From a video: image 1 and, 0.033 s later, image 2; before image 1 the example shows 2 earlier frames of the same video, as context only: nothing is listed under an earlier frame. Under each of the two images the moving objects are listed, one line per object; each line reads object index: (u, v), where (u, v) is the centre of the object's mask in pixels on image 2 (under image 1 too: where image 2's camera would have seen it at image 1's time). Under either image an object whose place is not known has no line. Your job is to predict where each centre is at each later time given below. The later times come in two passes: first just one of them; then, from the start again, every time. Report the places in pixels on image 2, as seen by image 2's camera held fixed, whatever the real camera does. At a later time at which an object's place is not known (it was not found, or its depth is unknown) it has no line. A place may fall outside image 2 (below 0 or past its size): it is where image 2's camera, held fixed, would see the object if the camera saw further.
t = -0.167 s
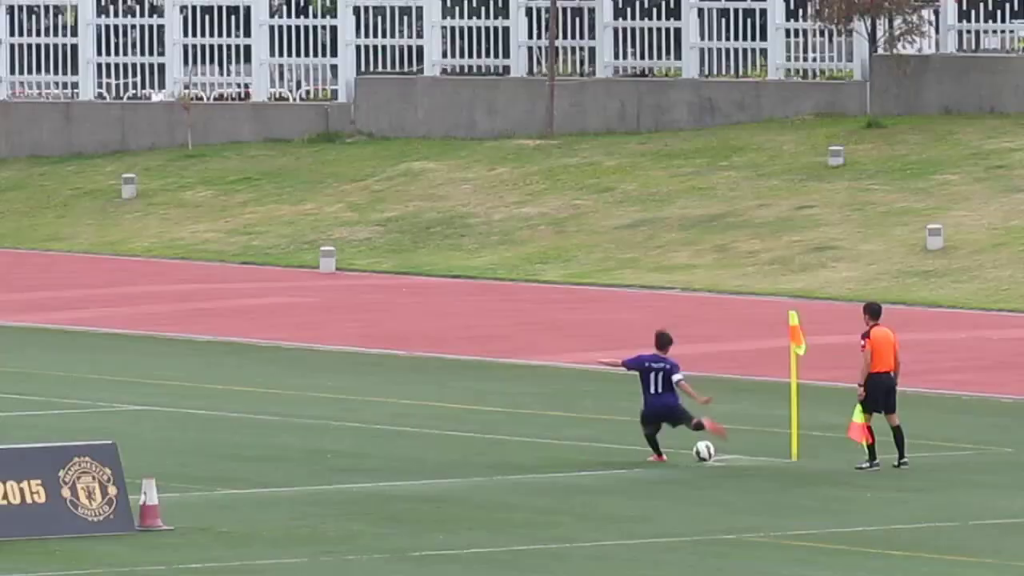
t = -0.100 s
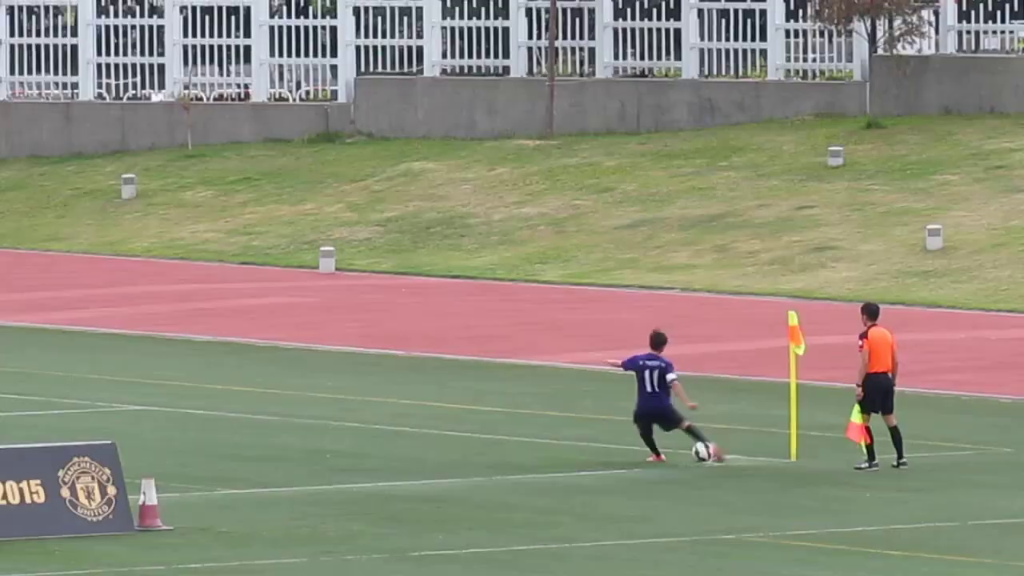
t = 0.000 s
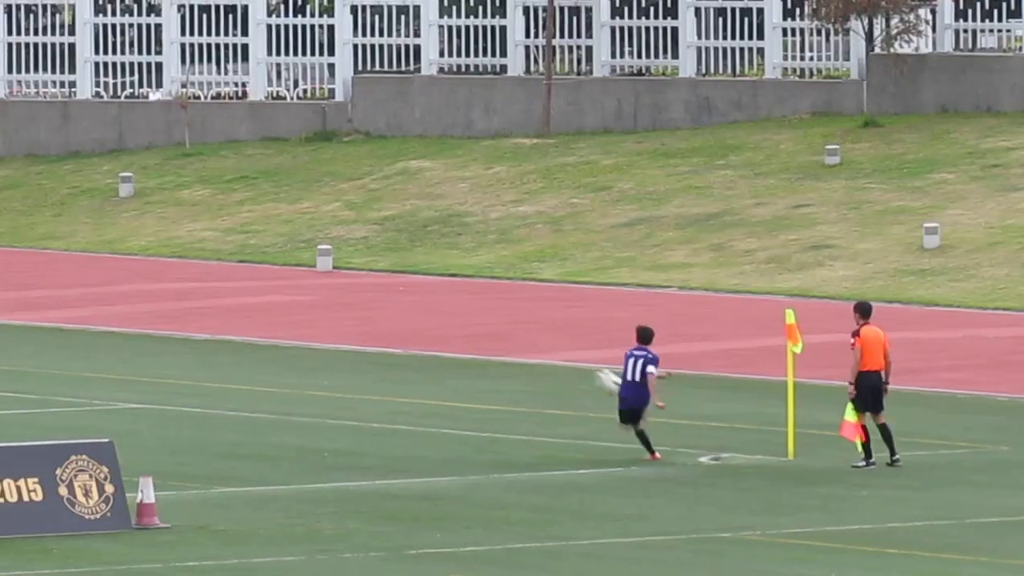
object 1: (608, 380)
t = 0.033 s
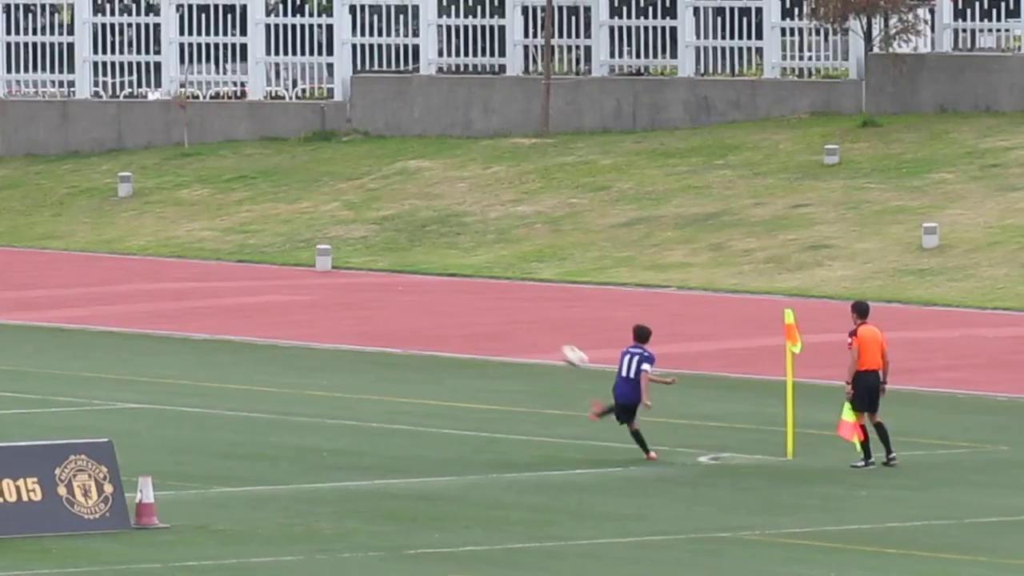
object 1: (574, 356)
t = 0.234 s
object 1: (375, 233)
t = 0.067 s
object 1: (539, 334)
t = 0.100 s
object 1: (506, 311)
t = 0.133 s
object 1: (472, 291)
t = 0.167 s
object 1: (439, 270)
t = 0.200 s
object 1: (406, 252)
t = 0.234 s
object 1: (375, 233)
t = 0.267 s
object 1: (343, 216)
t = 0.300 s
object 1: (311, 200)
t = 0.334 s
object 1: (280, 185)
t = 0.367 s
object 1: (250, 170)
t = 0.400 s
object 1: (223, 156)
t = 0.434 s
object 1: (197, 141)
